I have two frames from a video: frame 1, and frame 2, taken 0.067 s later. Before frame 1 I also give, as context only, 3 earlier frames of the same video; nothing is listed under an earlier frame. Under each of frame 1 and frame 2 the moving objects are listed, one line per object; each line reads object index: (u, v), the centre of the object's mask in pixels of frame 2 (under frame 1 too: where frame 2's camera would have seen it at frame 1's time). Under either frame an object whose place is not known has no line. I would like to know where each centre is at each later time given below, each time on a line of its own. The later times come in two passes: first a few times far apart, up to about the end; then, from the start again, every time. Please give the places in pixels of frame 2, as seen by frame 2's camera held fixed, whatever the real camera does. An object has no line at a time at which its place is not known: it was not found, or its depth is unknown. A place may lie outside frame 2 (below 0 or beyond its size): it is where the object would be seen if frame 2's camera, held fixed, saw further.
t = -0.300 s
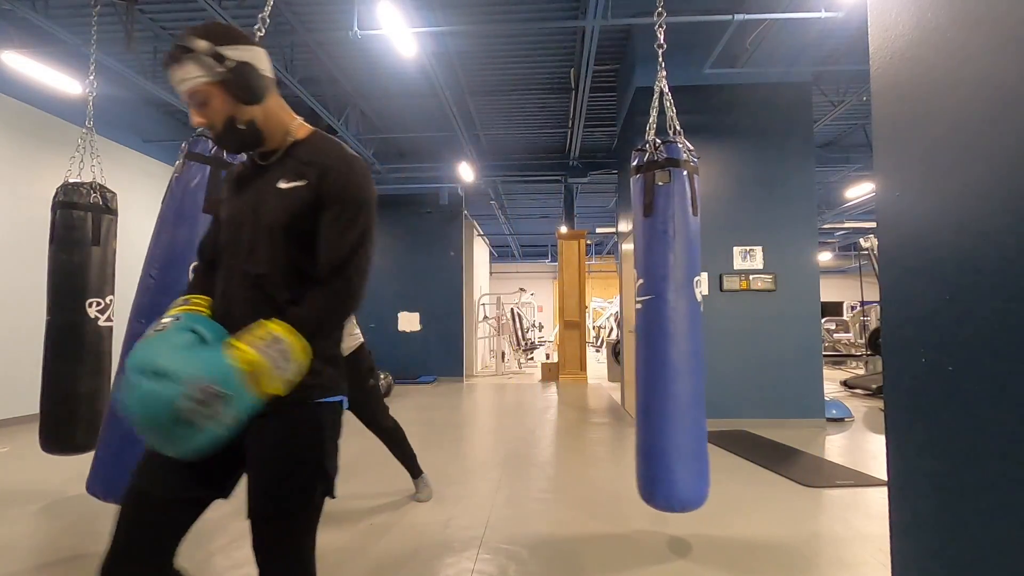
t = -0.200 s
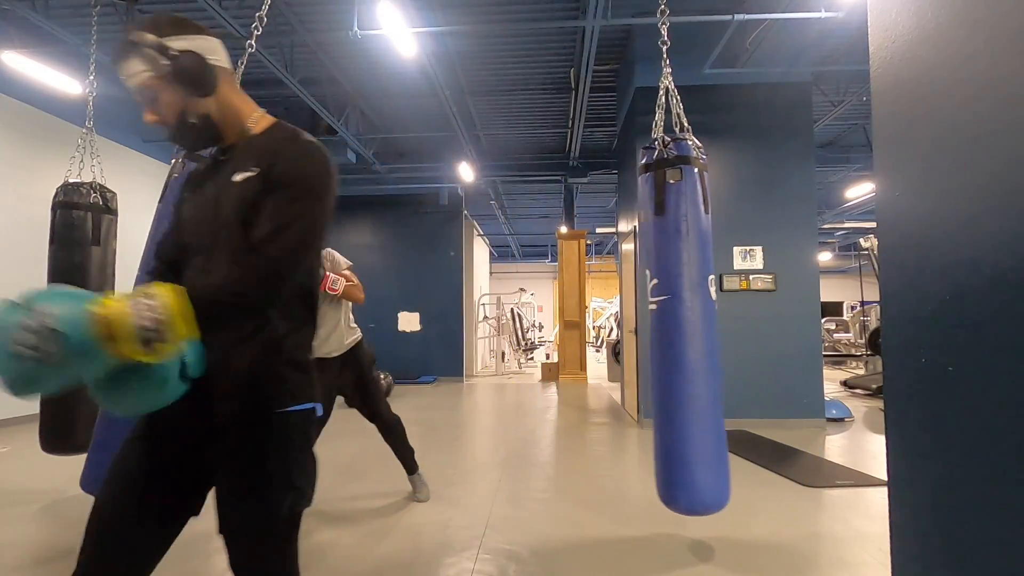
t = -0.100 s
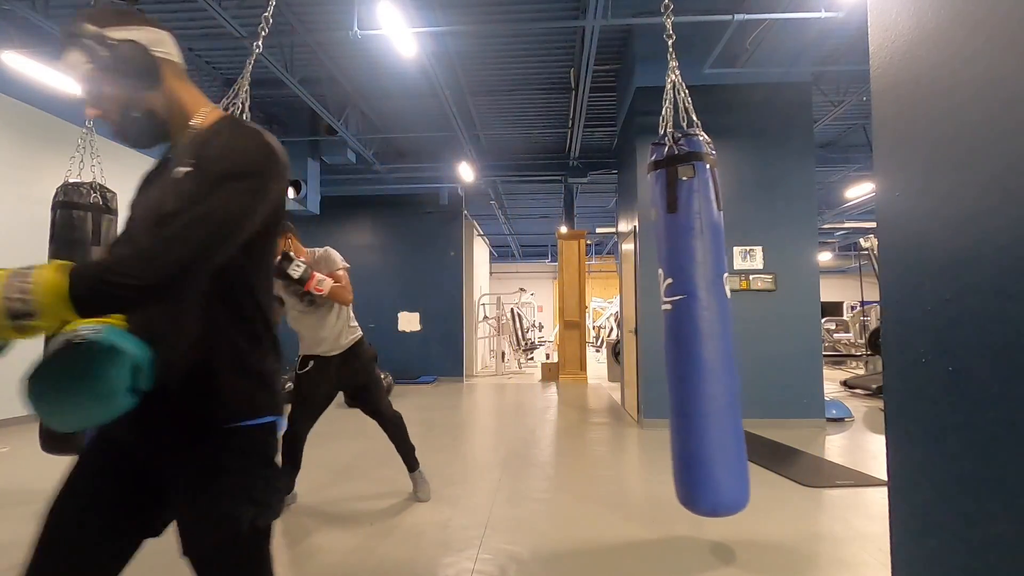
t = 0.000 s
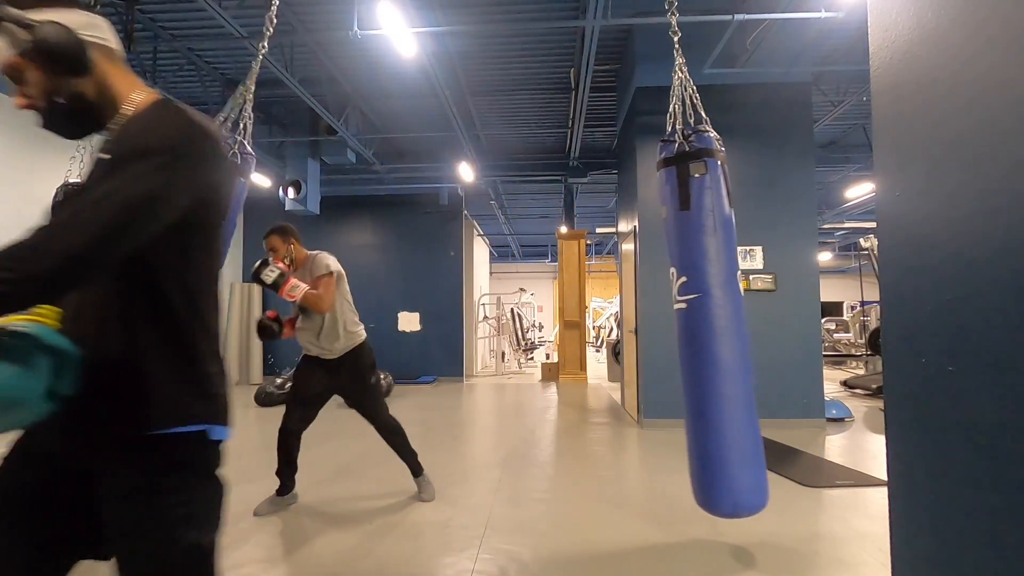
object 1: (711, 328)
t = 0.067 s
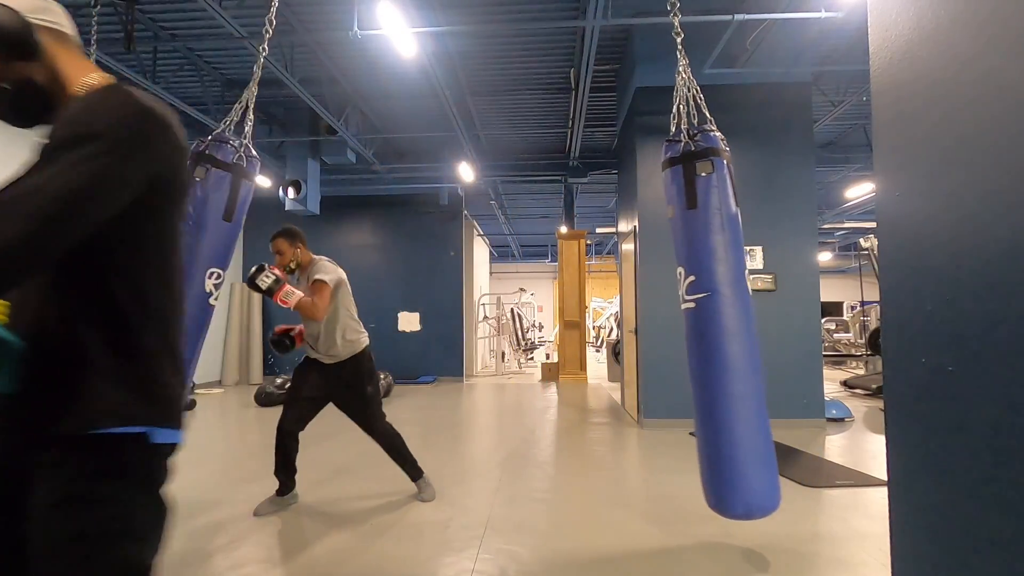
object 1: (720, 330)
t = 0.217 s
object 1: (735, 331)
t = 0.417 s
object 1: (745, 330)
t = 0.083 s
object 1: (722, 329)
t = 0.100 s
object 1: (723, 330)
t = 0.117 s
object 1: (725, 330)
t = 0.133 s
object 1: (727, 331)
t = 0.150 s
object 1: (729, 331)
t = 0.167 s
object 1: (731, 331)
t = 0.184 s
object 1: (732, 332)
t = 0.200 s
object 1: (734, 331)
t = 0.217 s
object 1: (735, 331)
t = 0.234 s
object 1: (736, 331)
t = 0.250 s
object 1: (738, 332)
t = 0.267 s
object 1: (739, 332)
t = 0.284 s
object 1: (740, 332)
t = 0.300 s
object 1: (741, 332)
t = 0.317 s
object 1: (742, 331)
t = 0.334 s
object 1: (743, 332)
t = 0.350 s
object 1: (743, 331)
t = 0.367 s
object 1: (744, 331)
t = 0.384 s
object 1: (744, 331)
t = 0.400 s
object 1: (745, 330)
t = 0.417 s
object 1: (745, 330)
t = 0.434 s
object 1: (745, 329)
